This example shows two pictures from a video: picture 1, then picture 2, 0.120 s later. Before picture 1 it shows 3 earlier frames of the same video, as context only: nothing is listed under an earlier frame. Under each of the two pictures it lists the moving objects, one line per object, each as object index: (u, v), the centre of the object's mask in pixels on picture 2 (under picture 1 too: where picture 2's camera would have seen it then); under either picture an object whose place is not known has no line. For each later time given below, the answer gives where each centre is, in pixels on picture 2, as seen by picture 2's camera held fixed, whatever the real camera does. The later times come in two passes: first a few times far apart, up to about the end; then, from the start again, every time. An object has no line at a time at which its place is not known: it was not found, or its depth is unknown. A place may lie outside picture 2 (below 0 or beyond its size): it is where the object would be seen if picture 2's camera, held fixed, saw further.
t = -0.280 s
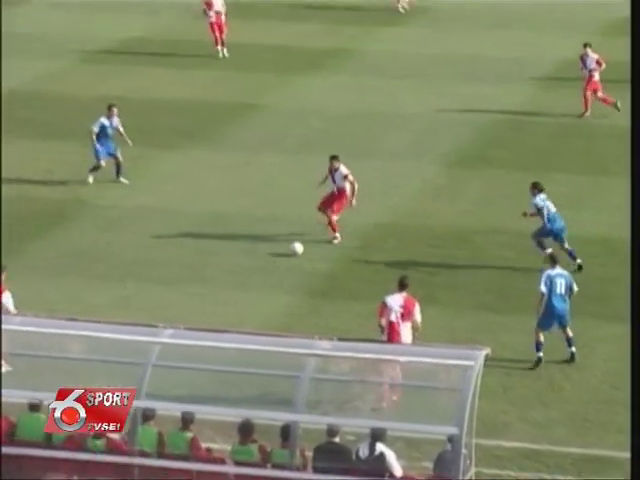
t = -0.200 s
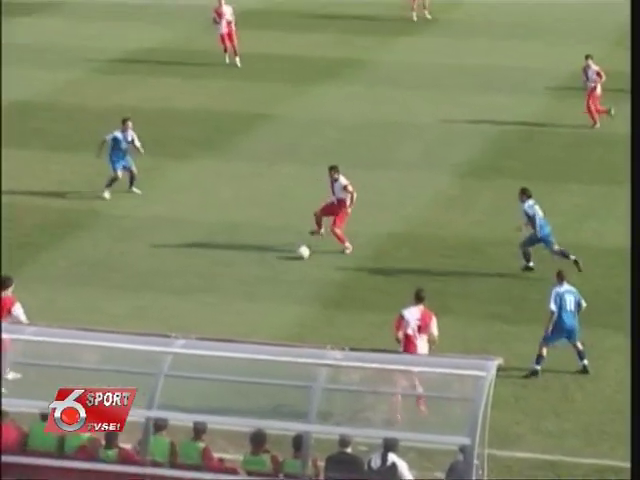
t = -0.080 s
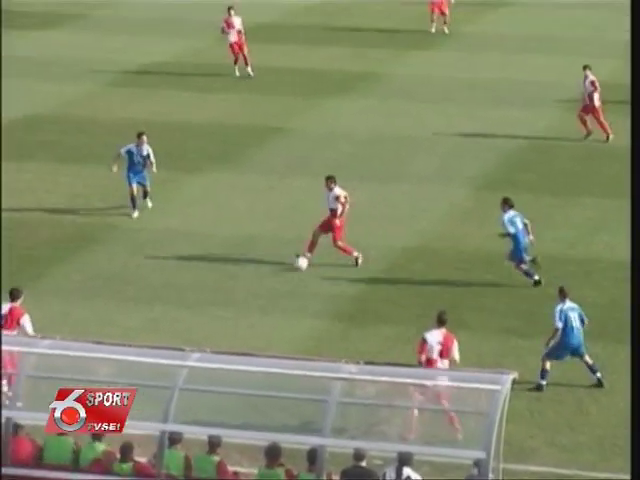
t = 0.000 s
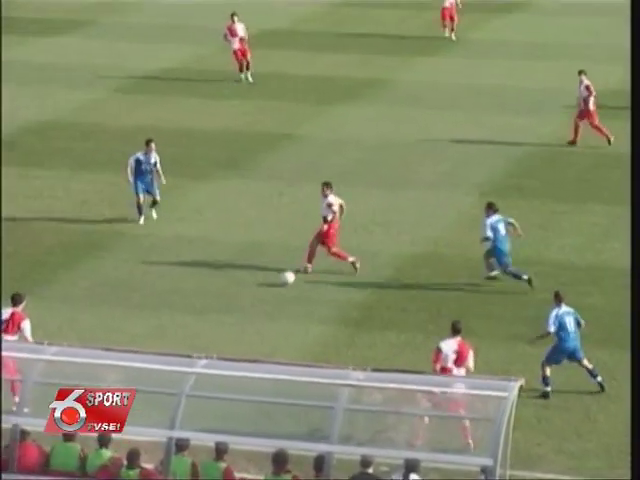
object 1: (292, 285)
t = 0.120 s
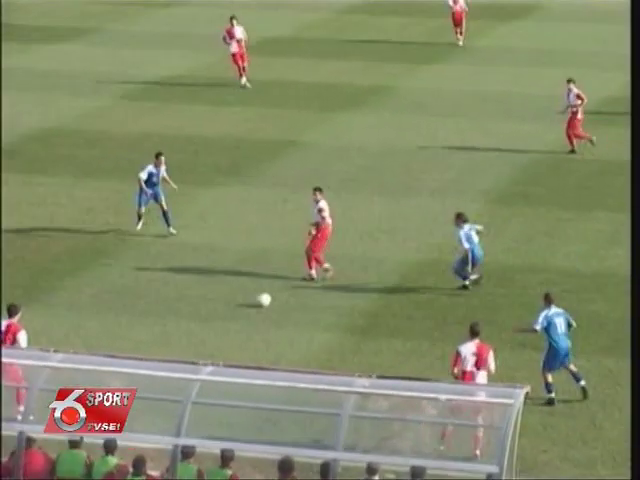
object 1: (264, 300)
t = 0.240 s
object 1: (237, 311)
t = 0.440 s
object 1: (197, 330)
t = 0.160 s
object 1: (255, 303)
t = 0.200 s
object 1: (246, 307)
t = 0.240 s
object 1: (237, 311)
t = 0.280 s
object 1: (228, 316)
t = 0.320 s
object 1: (219, 319)
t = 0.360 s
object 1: (212, 322)
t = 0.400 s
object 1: (205, 326)
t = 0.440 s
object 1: (197, 330)
